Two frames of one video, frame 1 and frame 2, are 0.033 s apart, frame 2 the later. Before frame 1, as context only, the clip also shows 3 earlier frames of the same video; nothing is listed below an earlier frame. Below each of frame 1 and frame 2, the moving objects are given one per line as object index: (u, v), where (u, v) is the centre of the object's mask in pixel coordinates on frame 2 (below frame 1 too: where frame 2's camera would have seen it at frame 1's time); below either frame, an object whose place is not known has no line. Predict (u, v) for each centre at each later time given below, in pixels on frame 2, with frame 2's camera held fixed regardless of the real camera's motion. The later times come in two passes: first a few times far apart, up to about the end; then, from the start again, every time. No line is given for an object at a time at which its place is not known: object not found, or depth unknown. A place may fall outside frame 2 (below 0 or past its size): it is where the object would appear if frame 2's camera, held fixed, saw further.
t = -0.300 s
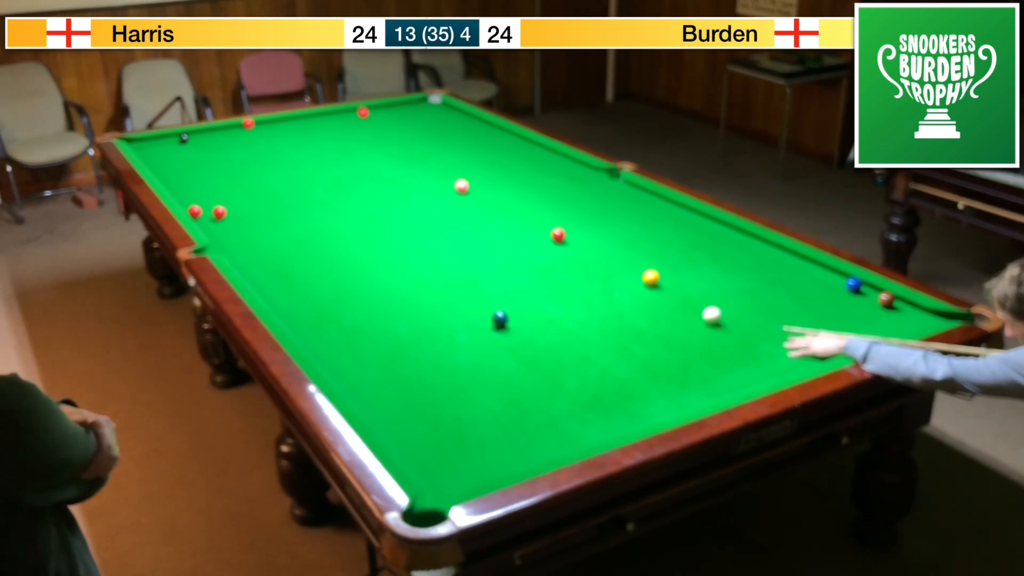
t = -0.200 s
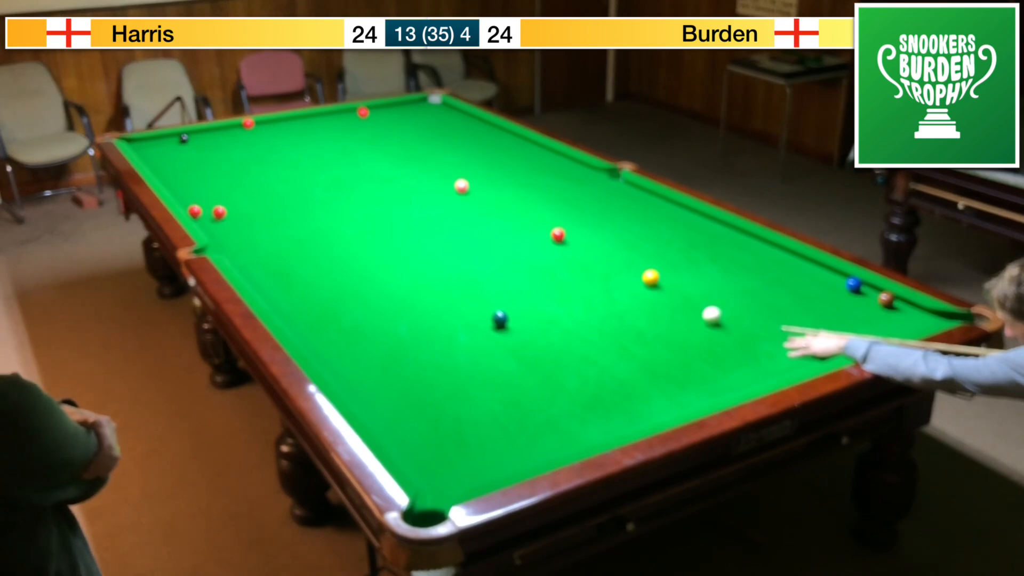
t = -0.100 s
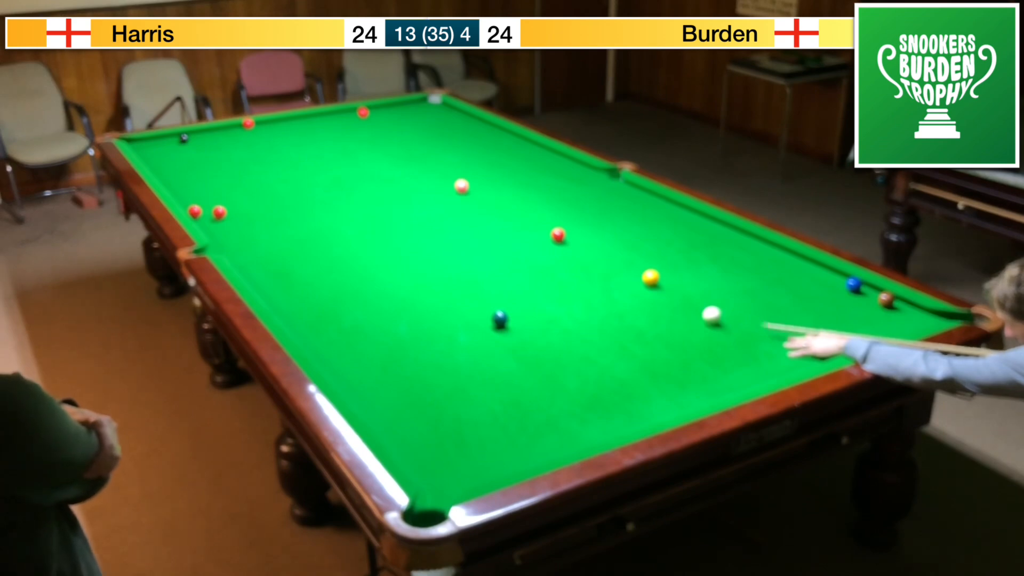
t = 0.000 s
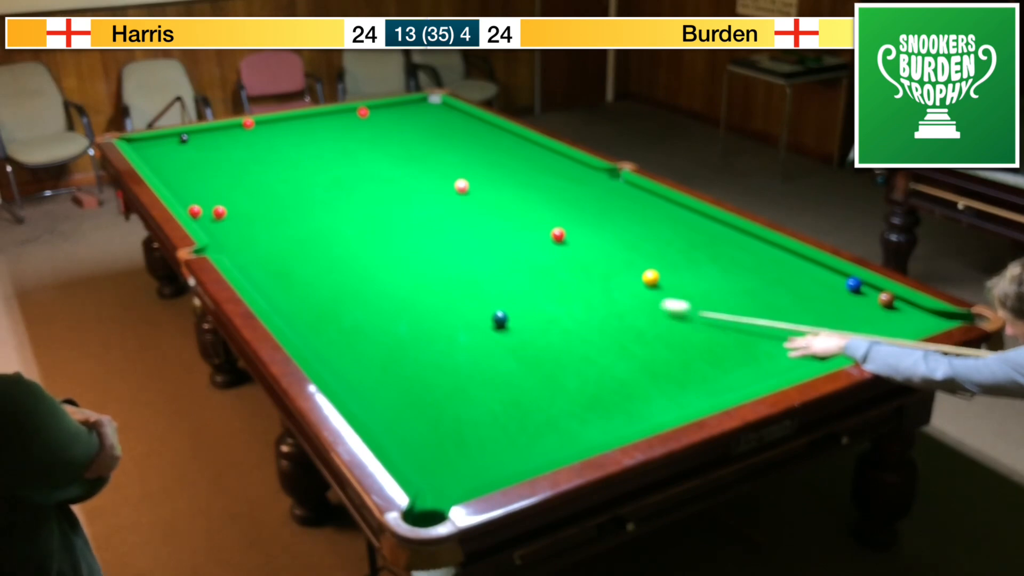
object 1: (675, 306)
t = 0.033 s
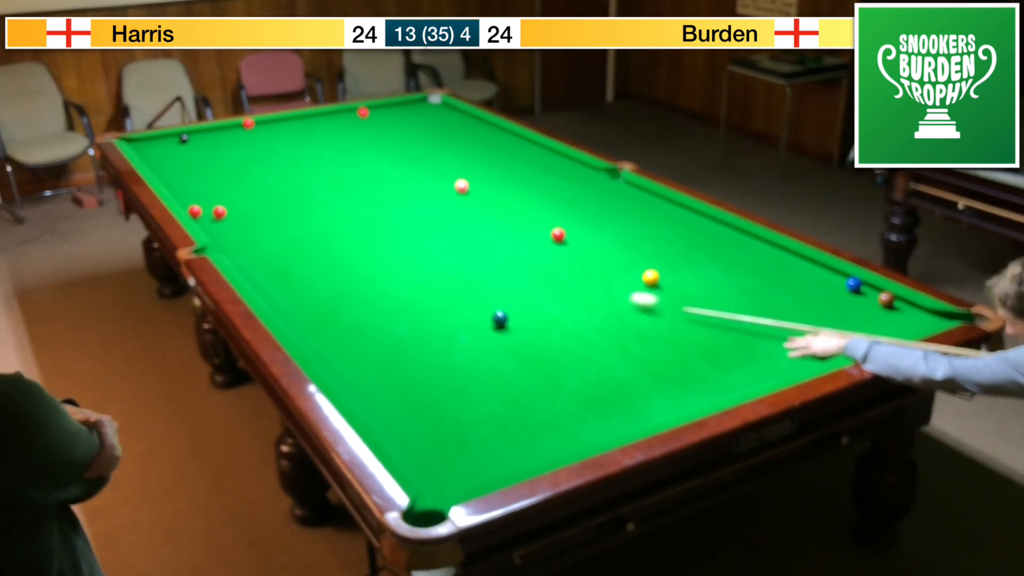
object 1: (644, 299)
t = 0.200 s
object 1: (510, 273)
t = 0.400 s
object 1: (387, 248)
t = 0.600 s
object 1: (285, 228)
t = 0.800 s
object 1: (205, 218)
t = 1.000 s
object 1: (233, 212)
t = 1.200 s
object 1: (258, 204)
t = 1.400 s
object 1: (280, 196)
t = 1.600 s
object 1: (301, 188)
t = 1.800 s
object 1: (319, 181)
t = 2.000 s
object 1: (337, 176)
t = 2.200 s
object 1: (353, 169)
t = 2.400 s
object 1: (368, 164)
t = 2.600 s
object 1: (381, 160)
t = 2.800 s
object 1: (394, 155)
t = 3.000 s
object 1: (406, 151)
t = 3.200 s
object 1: (416, 147)
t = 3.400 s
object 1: (426, 144)
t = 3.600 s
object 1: (435, 141)
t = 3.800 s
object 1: (443, 138)
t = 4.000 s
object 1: (450, 135)
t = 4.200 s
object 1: (456, 133)
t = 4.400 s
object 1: (462, 131)
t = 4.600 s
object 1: (467, 129)
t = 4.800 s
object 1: (472, 127)
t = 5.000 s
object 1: (475, 126)
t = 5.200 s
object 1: (479, 124)
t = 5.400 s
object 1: (481, 124)
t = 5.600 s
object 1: (483, 123)
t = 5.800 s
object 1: (485, 122)
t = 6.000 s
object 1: (486, 122)
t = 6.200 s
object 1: (486, 122)
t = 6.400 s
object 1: (486, 122)
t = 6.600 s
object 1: (486, 122)
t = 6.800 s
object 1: (486, 121)
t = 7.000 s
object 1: (486, 121)
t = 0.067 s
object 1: (614, 294)
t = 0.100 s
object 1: (586, 288)
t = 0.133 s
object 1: (559, 283)
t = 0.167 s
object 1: (534, 277)
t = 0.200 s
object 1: (510, 273)
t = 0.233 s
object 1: (487, 268)
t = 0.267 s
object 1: (465, 263)
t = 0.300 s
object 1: (444, 259)
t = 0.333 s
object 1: (424, 255)
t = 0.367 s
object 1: (405, 252)
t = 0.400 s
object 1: (387, 248)
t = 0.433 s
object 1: (369, 245)
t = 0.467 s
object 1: (352, 241)
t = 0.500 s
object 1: (335, 238)
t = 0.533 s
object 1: (318, 234)
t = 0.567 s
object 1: (301, 231)
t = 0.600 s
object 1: (285, 228)
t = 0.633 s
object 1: (270, 225)
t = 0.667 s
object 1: (254, 222)
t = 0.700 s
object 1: (239, 219)
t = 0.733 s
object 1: (224, 215)
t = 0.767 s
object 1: (215, 217)
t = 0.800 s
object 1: (205, 218)
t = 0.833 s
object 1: (200, 219)
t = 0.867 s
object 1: (207, 218)
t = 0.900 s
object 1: (215, 217)
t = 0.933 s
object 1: (221, 215)
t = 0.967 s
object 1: (227, 214)
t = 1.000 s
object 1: (233, 212)
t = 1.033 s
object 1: (238, 211)
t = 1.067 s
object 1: (242, 209)
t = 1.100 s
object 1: (246, 208)
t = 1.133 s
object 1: (250, 206)
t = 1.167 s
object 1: (254, 205)
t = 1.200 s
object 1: (258, 204)
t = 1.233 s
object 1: (262, 202)
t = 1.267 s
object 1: (265, 201)
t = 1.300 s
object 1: (269, 200)
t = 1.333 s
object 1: (273, 198)
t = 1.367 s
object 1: (277, 197)
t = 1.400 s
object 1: (280, 196)
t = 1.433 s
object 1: (284, 194)
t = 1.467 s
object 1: (287, 193)
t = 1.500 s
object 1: (291, 192)
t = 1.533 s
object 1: (294, 191)
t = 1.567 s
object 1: (297, 190)
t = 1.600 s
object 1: (301, 188)
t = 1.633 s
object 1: (304, 187)
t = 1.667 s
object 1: (307, 186)
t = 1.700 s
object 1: (310, 185)
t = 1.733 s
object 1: (313, 184)
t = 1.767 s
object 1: (316, 183)
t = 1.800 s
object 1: (319, 181)
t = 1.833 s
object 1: (323, 180)
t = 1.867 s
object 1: (325, 179)
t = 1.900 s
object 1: (328, 178)
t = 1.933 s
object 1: (331, 177)
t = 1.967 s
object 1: (334, 176)
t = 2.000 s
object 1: (337, 176)
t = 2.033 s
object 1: (340, 175)
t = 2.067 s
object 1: (342, 173)
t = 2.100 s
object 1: (345, 172)
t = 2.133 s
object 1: (348, 171)
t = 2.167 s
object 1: (350, 170)
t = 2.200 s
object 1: (353, 169)
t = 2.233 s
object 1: (356, 169)
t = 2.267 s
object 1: (358, 168)
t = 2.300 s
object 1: (360, 167)
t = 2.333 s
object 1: (363, 166)
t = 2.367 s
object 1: (365, 165)
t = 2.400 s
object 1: (368, 164)
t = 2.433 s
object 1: (370, 163)
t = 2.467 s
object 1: (372, 163)
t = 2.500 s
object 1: (375, 162)
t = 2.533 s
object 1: (377, 161)
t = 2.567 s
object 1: (379, 161)
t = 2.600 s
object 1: (381, 160)
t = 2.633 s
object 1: (383, 159)
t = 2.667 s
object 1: (386, 158)
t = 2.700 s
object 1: (388, 157)
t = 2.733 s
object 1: (390, 156)
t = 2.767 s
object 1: (392, 156)
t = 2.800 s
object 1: (394, 155)
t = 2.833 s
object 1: (396, 154)
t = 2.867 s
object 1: (398, 154)
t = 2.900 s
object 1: (400, 153)
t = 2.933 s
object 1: (402, 152)
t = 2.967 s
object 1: (403, 151)
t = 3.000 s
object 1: (406, 151)
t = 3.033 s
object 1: (407, 150)
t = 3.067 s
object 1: (409, 150)
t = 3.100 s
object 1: (411, 149)
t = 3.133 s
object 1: (413, 148)
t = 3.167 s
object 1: (415, 148)
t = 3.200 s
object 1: (416, 147)
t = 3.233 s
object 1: (418, 146)
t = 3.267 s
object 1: (419, 146)
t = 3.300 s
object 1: (421, 145)
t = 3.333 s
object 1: (423, 145)
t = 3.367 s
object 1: (424, 144)
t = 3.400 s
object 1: (426, 144)
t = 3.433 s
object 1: (427, 143)
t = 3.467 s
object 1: (429, 143)
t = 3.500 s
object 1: (430, 142)
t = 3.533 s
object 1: (432, 142)
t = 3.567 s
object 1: (433, 141)
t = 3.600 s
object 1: (435, 141)
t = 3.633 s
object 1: (436, 140)
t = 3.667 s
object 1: (438, 140)
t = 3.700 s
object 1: (439, 139)
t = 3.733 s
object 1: (440, 139)
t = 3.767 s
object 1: (442, 138)
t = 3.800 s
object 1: (443, 138)
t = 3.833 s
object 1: (444, 137)
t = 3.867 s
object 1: (445, 137)
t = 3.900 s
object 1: (447, 136)
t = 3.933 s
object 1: (448, 136)
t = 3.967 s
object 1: (449, 135)
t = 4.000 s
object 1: (450, 135)
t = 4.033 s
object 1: (451, 135)
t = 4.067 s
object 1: (452, 134)
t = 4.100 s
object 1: (453, 134)
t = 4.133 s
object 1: (454, 133)
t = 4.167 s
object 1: (455, 133)
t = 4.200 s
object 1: (456, 133)
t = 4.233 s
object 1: (457, 132)
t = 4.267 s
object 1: (459, 132)
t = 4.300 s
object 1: (459, 132)
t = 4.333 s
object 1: (460, 131)
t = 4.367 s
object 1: (461, 131)
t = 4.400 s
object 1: (462, 131)
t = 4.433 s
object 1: (463, 130)
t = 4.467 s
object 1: (464, 130)
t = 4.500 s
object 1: (465, 130)
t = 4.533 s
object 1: (466, 130)
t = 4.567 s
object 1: (466, 129)
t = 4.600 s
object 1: (467, 129)
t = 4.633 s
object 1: (468, 129)
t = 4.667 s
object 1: (469, 128)
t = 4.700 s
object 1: (470, 128)
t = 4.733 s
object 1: (470, 128)
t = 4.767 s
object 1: (471, 127)
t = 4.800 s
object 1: (472, 127)
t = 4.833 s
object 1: (472, 127)
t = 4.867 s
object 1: (473, 127)
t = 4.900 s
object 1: (473, 126)
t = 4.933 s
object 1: (474, 126)
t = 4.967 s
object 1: (475, 126)
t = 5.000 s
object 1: (475, 126)
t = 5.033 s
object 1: (476, 125)
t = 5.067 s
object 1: (476, 125)
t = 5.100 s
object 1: (477, 125)
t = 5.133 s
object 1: (478, 125)
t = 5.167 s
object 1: (478, 125)
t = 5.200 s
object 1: (479, 124)
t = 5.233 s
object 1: (479, 124)
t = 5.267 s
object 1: (480, 124)
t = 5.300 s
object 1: (480, 124)
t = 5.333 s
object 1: (480, 124)
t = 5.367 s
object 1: (481, 124)
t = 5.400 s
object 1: (481, 124)
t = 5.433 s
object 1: (481, 123)
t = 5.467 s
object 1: (482, 123)
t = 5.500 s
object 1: (483, 123)
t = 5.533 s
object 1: (482, 123)
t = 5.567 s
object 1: (483, 123)
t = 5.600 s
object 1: (483, 123)
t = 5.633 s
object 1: (483, 123)
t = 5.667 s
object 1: (484, 123)
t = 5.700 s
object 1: (484, 123)
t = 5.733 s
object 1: (484, 123)
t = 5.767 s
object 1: (484, 122)
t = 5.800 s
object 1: (485, 122)
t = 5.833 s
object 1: (485, 122)
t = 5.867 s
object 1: (485, 122)
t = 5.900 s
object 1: (485, 122)
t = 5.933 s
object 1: (485, 122)
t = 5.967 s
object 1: (486, 122)
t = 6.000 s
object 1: (486, 122)
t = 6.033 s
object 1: (486, 122)
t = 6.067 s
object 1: (486, 122)
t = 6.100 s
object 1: (486, 122)
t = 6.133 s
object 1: (486, 122)
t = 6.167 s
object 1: (486, 122)
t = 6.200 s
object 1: (486, 122)
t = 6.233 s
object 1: (486, 122)
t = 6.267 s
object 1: (486, 122)
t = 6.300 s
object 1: (486, 122)
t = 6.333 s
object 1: (486, 122)
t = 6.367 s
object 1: (486, 122)
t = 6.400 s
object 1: (486, 122)
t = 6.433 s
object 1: (486, 122)
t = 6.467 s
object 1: (486, 122)
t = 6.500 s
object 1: (486, 121)
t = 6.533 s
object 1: (486, 122)
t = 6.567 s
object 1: (486, 122)
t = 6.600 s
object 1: (486, 122)
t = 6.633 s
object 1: (486, 121)
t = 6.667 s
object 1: (486, 121)
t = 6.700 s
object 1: (486, 121)
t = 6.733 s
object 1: (486, 121)
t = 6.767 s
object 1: (486, 121)
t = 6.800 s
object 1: (486, 121)
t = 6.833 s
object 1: (486, 121)
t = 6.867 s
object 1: (486, 121)
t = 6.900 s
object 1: (486, 121)
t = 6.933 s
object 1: (486, 121)
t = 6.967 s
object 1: (486, 121)
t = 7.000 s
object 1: (486, 121)
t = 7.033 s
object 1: (486, 121)
